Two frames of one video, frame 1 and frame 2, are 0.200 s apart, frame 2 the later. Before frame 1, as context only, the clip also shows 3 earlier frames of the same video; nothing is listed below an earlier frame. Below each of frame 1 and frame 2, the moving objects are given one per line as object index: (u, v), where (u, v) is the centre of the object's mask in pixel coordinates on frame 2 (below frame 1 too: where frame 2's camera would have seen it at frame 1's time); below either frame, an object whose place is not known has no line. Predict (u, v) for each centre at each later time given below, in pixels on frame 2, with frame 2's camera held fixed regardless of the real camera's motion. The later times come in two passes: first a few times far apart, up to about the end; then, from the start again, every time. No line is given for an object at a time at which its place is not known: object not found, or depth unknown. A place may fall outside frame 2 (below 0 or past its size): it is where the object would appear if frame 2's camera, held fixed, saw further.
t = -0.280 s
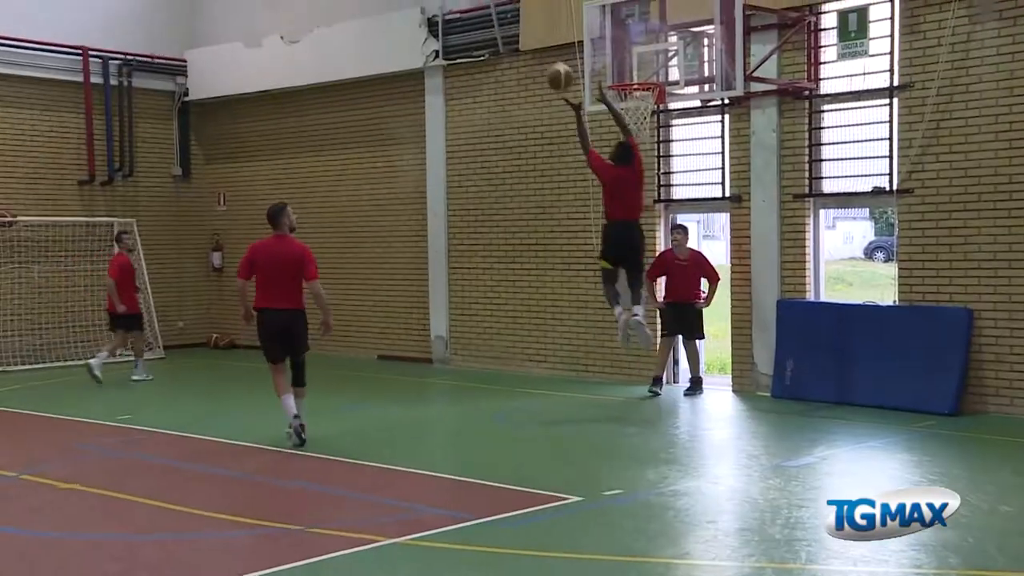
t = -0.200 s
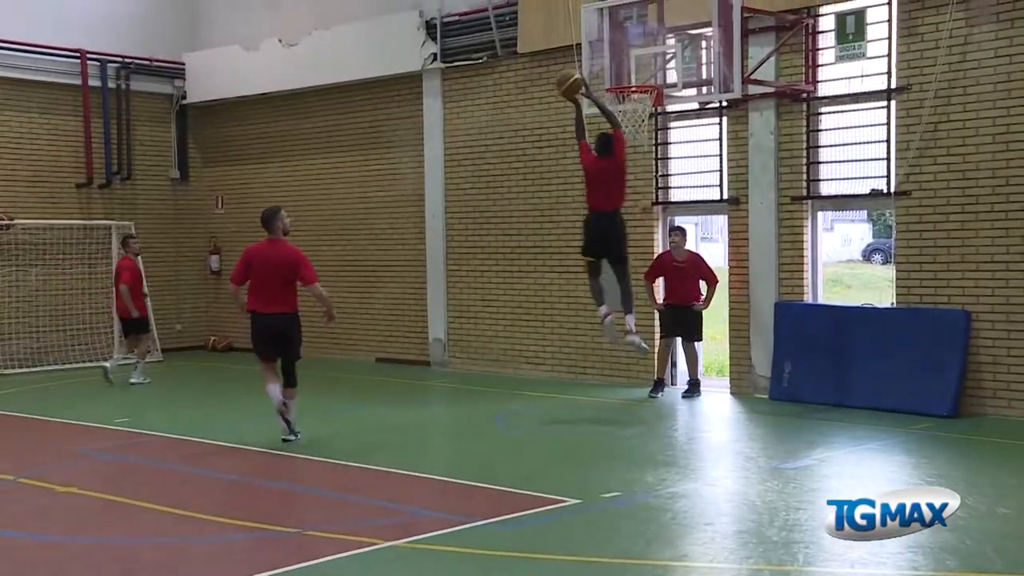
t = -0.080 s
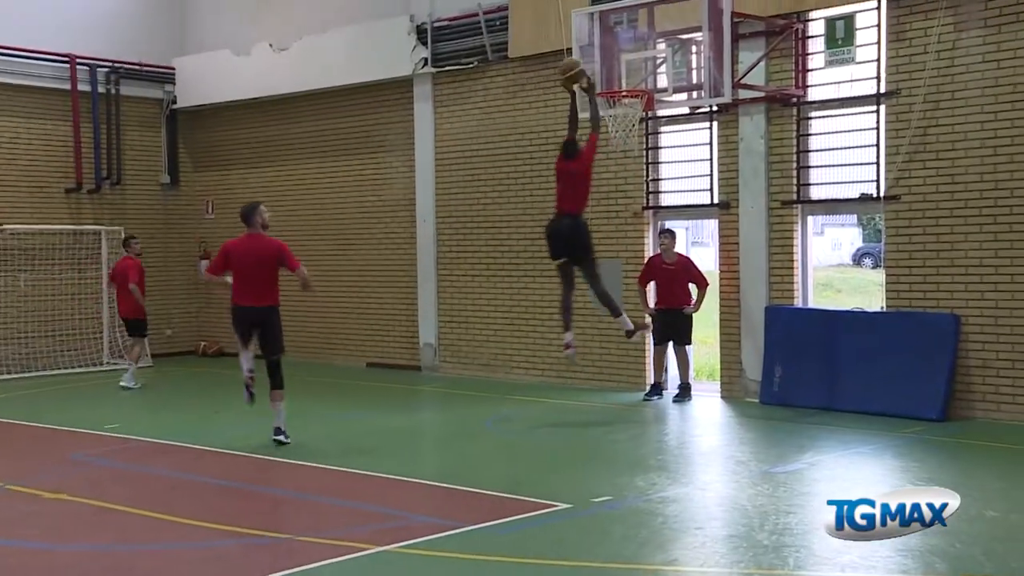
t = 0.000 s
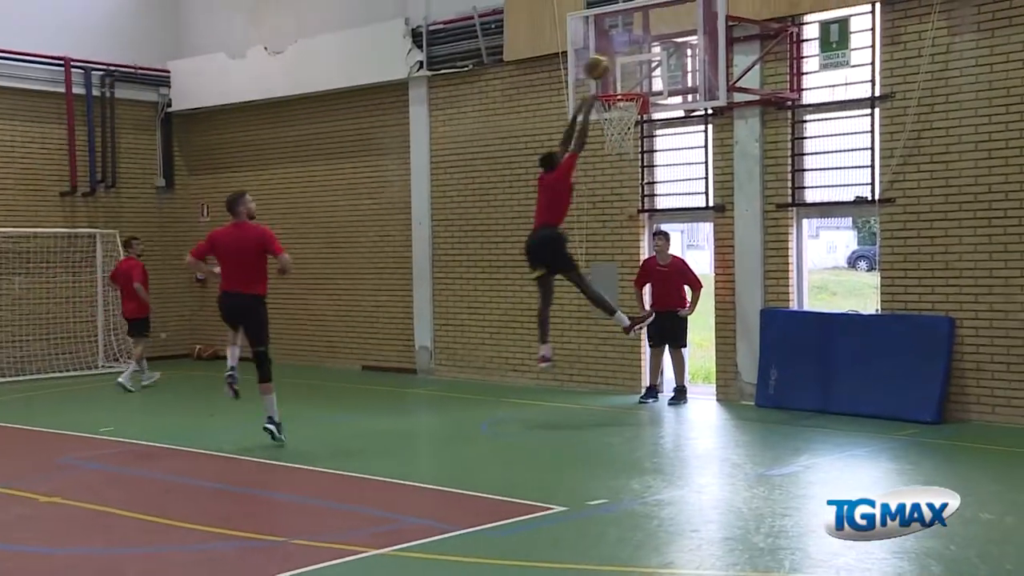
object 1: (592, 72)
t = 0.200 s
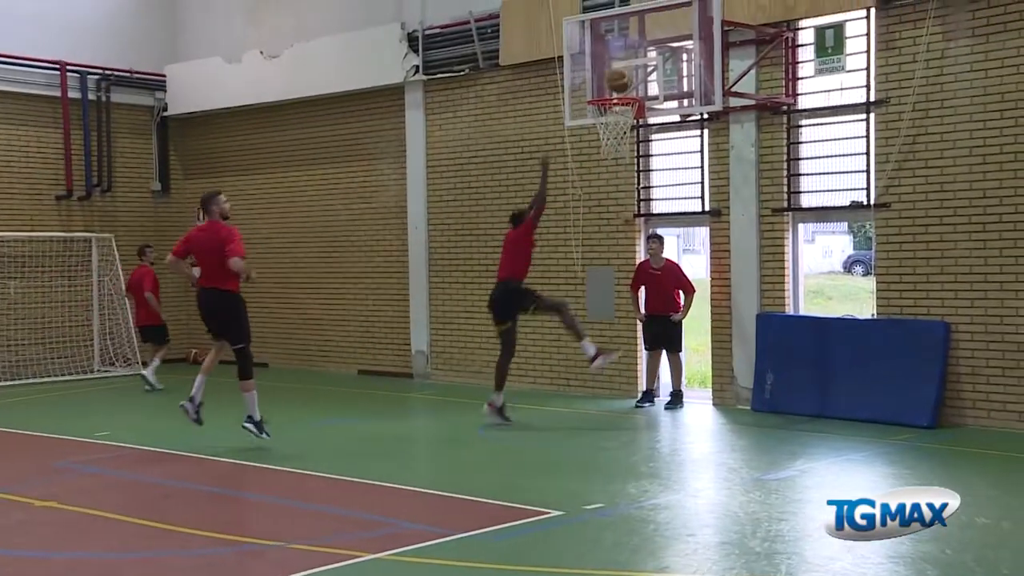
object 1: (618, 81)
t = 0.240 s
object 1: (613, 86)
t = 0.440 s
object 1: (589, 67)
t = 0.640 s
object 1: (567, 85)
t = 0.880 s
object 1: (540, 159)
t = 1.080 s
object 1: (520, 268)
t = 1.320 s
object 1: (495, 396)
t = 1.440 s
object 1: (481, 330)
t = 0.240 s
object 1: (613, 86)
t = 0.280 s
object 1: (609, 85)
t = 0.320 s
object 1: (604, 78)
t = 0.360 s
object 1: (599, 72)
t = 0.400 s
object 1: (594, 69)
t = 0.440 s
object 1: (589, 67)
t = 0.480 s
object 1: (584, 67)
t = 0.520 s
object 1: (579, 69)
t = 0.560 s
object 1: (576, 72)
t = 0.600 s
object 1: (571, 77)
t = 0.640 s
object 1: (567, 85)
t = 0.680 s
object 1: (563, 92)
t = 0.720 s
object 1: (557, 102)
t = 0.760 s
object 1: (551, 114)
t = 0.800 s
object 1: (547, 129)
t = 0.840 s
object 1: (543, 144)
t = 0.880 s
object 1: (540, 159)
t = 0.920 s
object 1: (536, 177)
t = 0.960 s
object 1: (532, 197)
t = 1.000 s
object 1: (527, 221)
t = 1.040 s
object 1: (523, 244)
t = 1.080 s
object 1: (520, 268)
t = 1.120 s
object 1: (516, 297)
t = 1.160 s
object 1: (512, 327)
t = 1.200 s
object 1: (507, 359)
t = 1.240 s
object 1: (504, 389)
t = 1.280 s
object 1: (499, 420)
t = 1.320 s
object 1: (495, 396)
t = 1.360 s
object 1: (488, 373)
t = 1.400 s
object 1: (483, 352)
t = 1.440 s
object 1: (481, 330)
